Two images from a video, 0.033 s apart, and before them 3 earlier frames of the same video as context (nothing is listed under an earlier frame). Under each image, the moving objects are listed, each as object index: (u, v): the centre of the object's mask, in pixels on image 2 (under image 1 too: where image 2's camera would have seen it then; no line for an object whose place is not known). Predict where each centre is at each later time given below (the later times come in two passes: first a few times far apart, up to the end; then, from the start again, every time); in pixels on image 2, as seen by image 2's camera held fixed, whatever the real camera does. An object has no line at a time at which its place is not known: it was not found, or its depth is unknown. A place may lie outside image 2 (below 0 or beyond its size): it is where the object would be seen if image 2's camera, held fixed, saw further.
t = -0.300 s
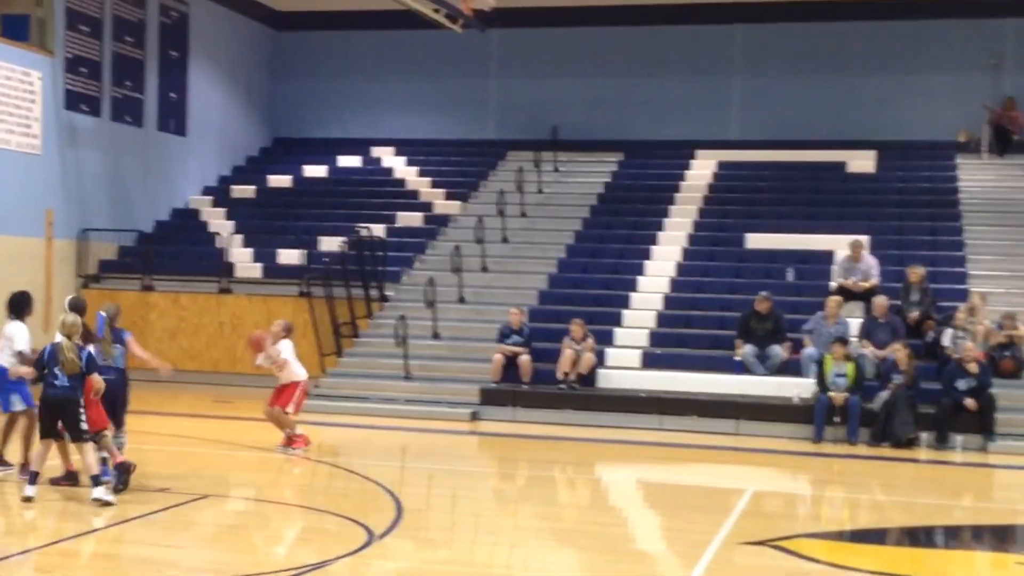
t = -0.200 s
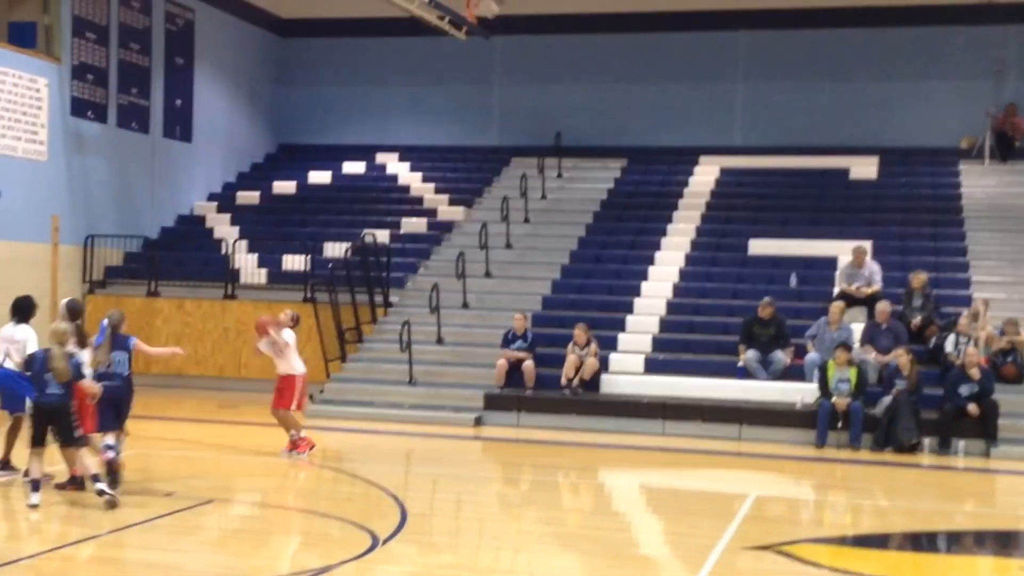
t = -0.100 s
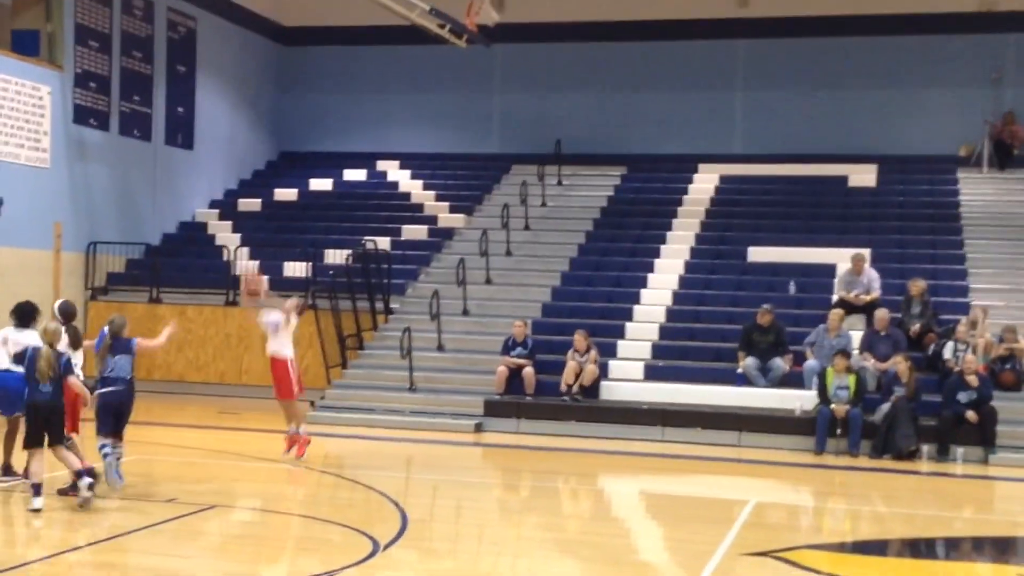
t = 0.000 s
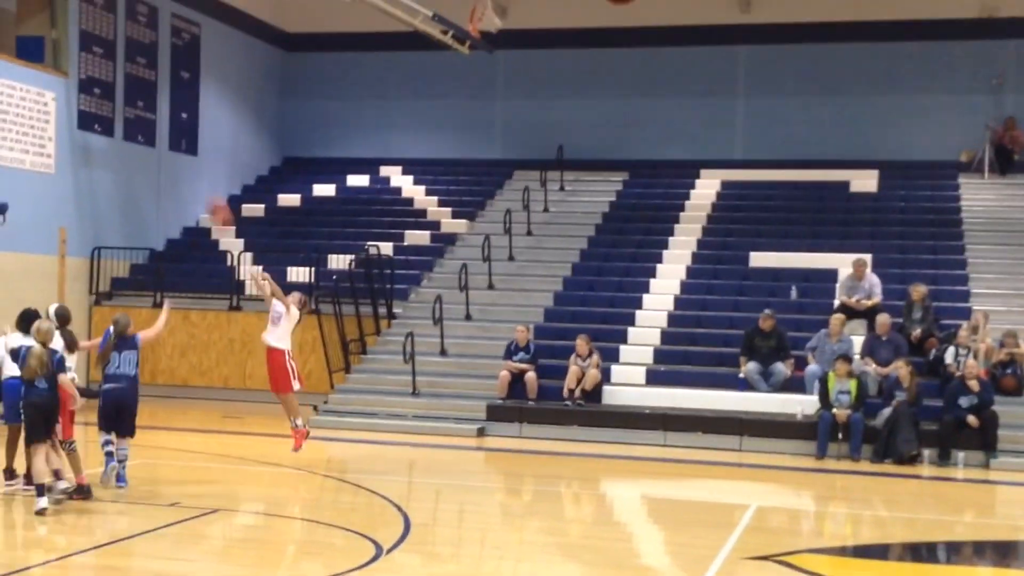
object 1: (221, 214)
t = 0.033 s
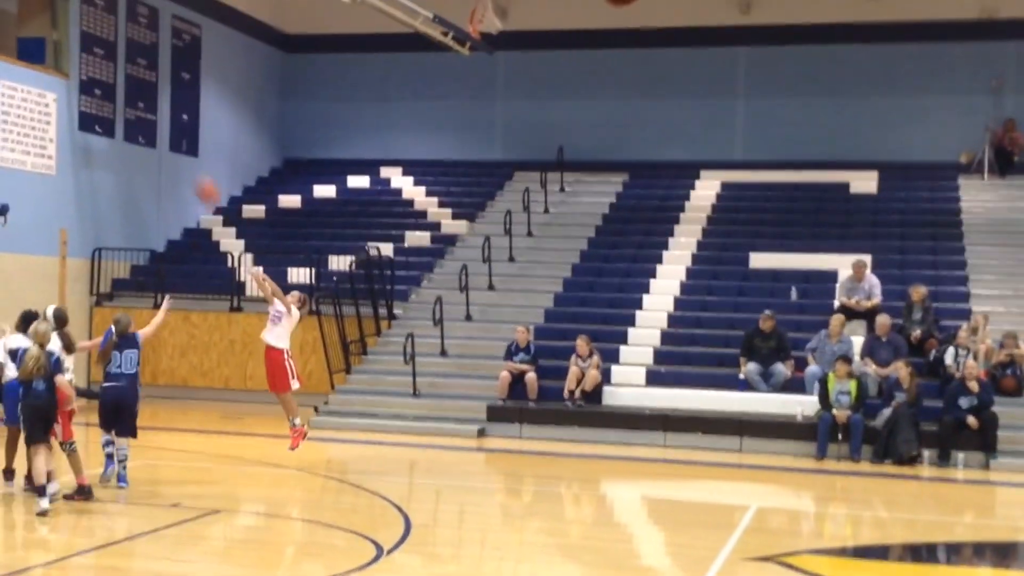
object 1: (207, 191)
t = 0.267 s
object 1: (115, 57)
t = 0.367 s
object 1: (69, 14)
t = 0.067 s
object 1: (194, 170)
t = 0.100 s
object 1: (182, 148)
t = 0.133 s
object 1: (171, 130)
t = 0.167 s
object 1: (155, 109)
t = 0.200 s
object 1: (142, 92)
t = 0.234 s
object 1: (129, 74)
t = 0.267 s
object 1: (115, 57)
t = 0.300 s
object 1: (100, 42)
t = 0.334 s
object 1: (86, 28)
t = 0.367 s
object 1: (69, 14)
